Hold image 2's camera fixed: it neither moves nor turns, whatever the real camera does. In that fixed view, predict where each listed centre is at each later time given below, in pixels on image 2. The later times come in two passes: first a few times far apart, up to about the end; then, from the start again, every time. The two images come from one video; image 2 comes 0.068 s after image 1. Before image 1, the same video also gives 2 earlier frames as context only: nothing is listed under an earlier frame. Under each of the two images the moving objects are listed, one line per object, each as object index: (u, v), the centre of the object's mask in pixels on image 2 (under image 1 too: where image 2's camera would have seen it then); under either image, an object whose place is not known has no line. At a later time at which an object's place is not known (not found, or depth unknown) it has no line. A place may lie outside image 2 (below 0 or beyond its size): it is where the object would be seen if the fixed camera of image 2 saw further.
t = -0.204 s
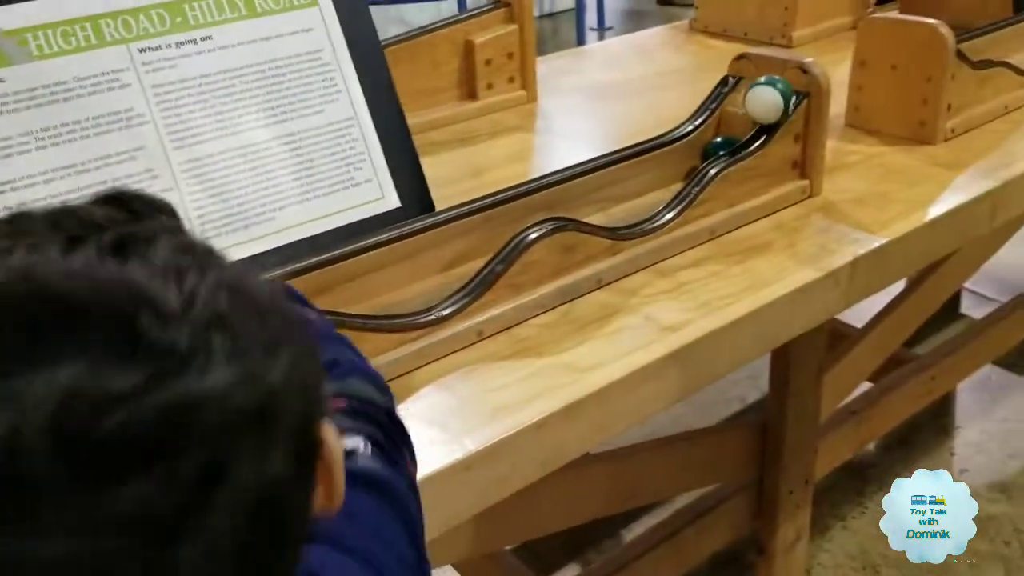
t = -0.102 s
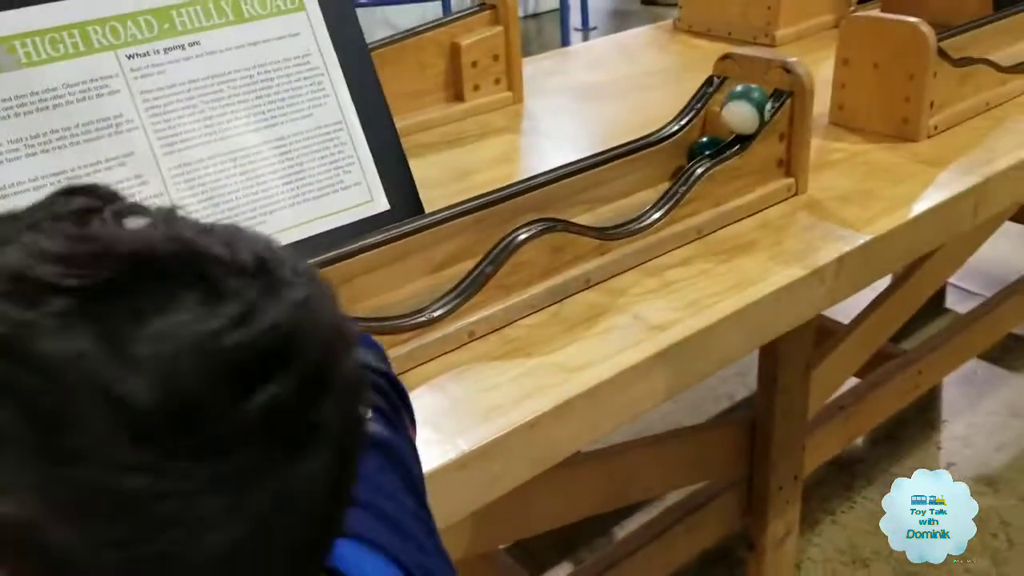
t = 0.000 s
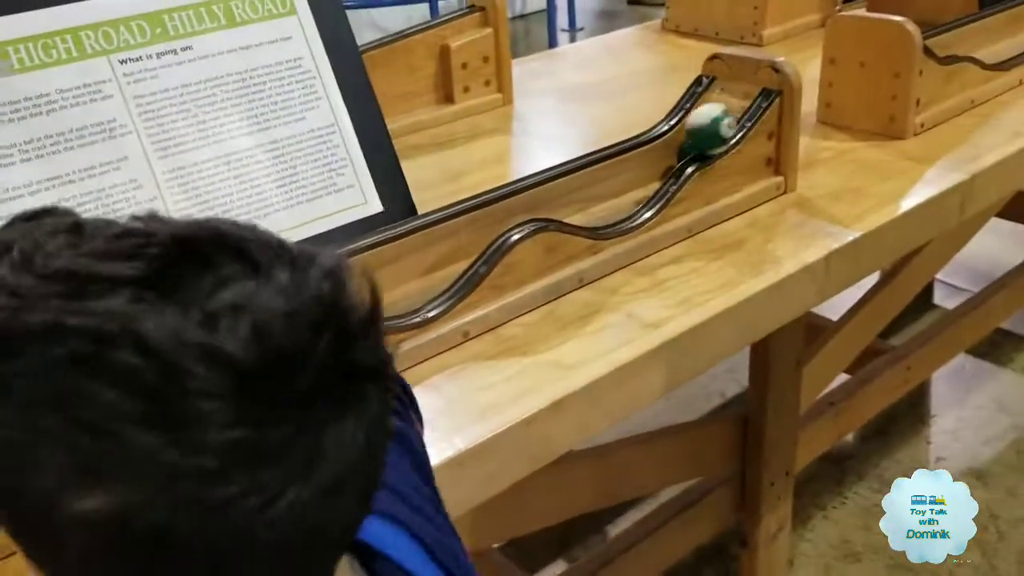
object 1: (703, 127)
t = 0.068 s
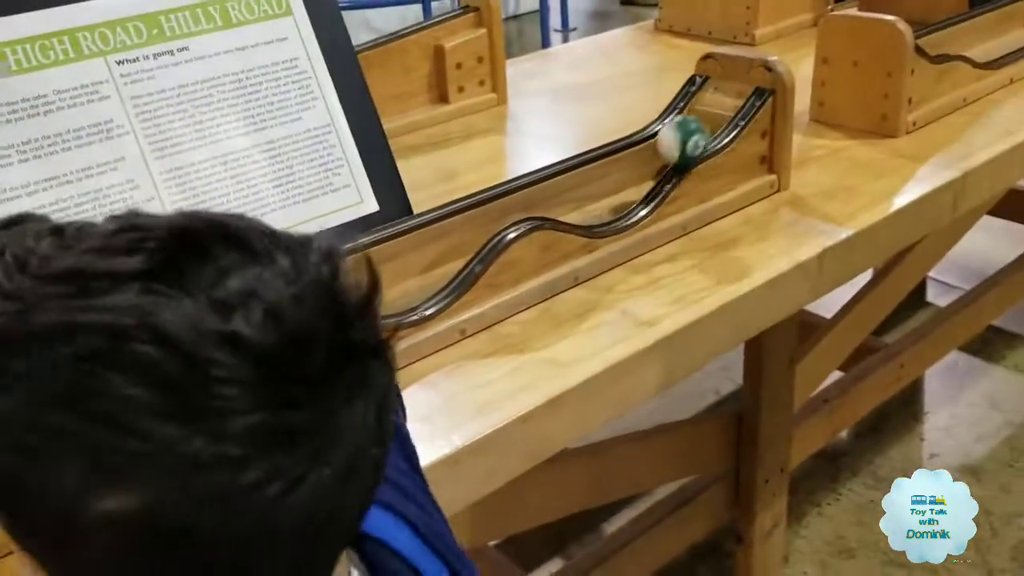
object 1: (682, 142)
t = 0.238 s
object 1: (607, 201)
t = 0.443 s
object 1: (528, 196)
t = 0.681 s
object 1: (435, 274)
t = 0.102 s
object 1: (672, 149)
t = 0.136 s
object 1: (660, 162)
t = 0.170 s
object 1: (641, 176)
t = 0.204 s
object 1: (628, 195)
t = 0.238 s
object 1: (607, 201)
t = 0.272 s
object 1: (589, 202)
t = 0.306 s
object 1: (576, 198)
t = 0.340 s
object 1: (562, 194)
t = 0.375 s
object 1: (550, 193)
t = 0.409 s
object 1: (539, 193)
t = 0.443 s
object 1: (528, 196)
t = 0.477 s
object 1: (519, 200)
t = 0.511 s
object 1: (509, 205)
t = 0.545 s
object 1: (496, 212)
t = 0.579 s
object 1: (483, 223)
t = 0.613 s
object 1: (471, 237)
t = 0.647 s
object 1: (456, 254)
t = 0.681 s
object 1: (435, 274)
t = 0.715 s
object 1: (408, 288)
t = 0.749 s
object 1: (361, 289)
